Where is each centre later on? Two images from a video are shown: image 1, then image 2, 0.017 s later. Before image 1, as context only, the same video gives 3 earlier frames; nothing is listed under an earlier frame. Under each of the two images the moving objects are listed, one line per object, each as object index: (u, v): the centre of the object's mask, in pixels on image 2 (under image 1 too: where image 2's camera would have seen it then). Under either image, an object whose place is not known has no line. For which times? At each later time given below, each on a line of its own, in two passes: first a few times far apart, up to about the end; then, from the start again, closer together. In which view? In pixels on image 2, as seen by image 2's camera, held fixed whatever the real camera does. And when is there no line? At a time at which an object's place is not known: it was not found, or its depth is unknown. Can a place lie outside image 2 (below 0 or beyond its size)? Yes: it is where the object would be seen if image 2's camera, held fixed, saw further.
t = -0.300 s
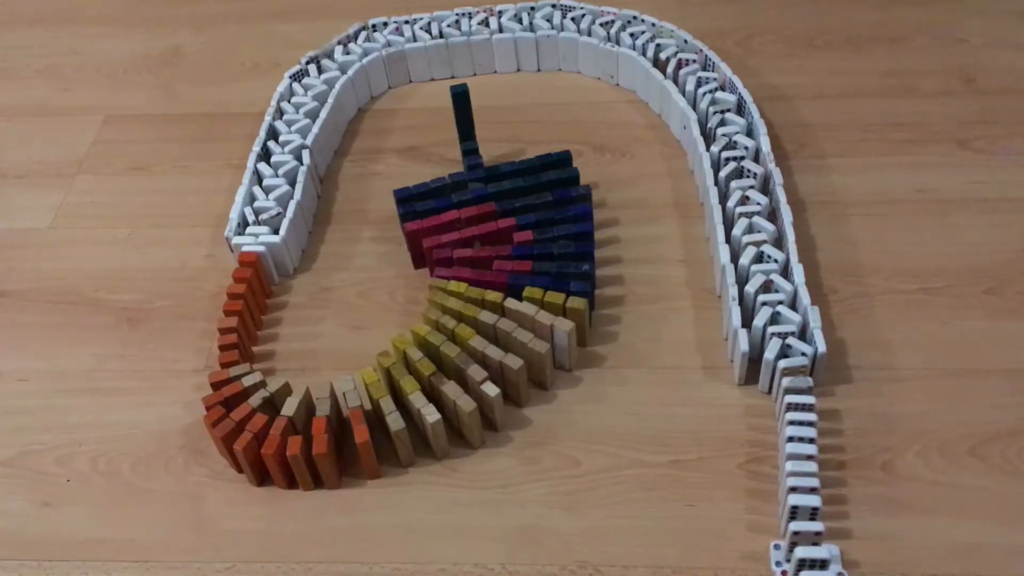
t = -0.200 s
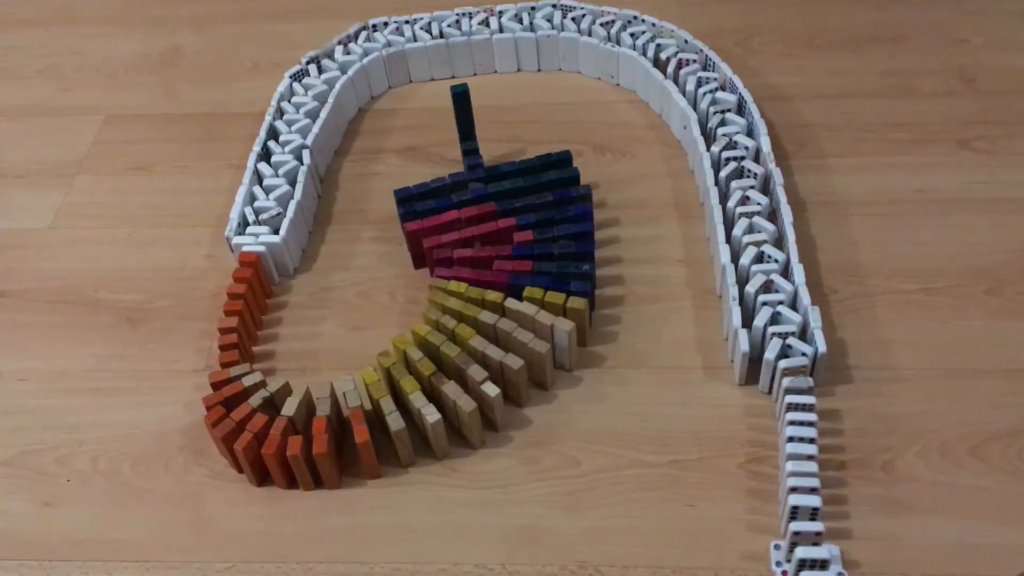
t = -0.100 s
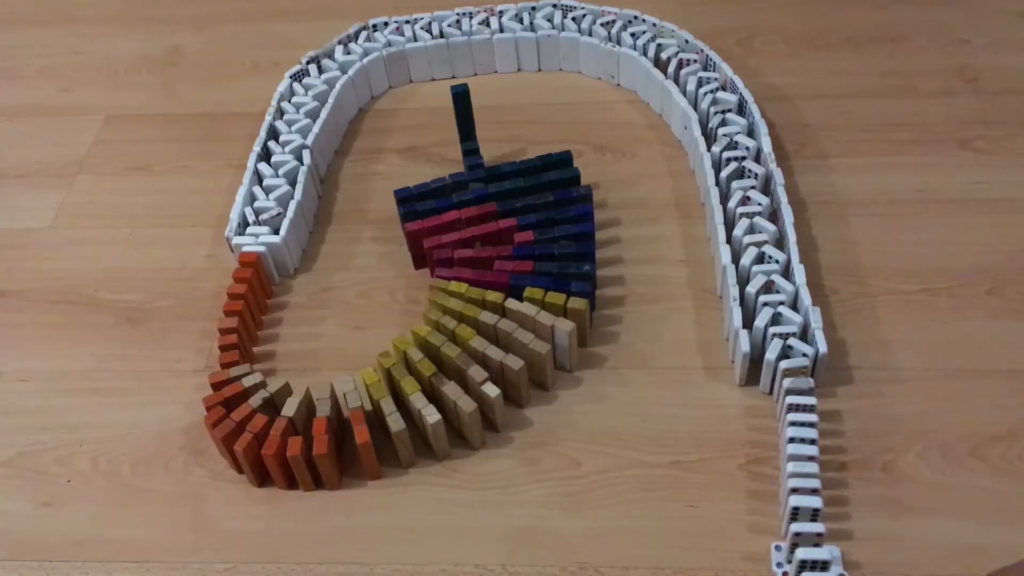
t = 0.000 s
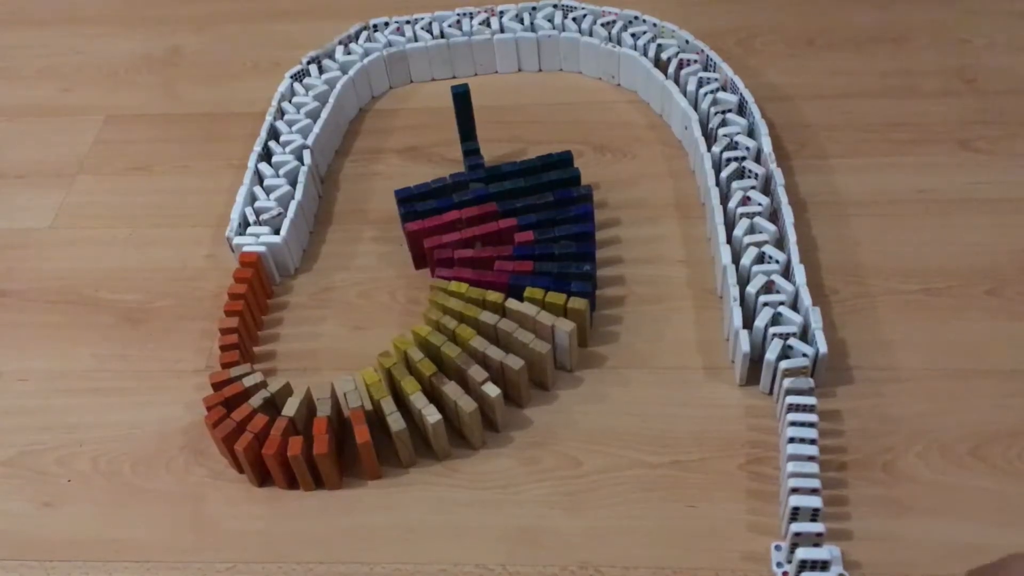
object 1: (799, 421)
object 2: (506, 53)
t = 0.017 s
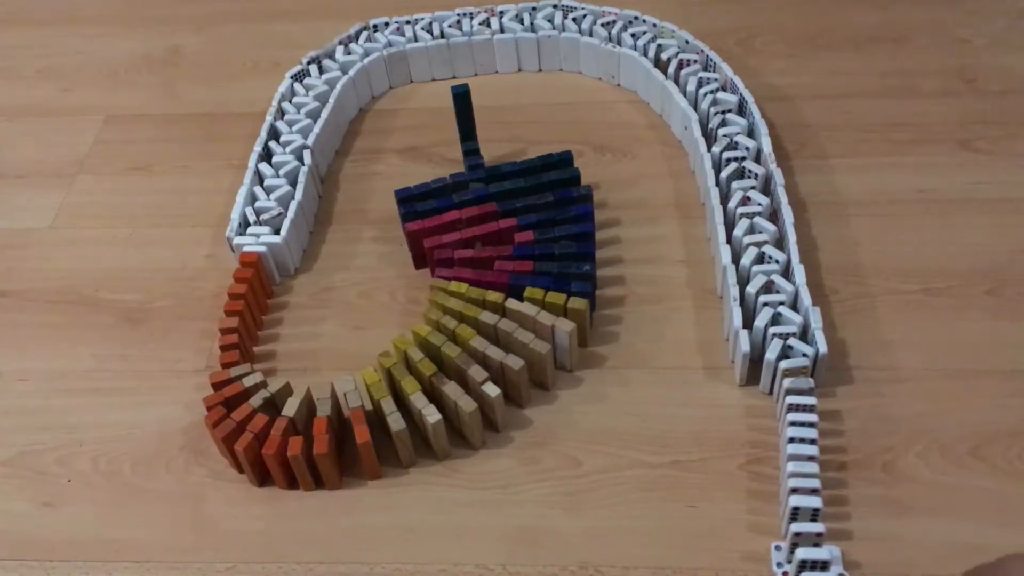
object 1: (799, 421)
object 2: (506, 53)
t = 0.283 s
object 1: (799, 420)
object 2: (506, 53)
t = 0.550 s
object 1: (798, 401)
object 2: (506, 53)
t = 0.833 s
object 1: (796, 383)
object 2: (506, 53)
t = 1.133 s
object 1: (796, 382)
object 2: (506, 54)
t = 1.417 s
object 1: (795, 385)
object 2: (506, 53)
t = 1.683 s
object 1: (795, 383)
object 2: (506, 53)
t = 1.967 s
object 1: (795, 383)
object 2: (506, 53)
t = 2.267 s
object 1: (796, 383)
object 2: (505, 53)
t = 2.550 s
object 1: (795, 385)
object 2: (505, 54)
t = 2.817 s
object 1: (795, 385)
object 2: (484, 80)
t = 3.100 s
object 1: (795, 385)
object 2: (489, 95)
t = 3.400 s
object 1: (795, 385)
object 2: (487, 94)
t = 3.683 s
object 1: (795, 385)
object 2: (482, 94)
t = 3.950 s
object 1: (794, 385)
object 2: (481, 94)
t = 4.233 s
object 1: (795, 385)
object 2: (480, 94)
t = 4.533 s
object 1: (795, 385)
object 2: (480, 93)
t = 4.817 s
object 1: (794, 385)
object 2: (480, 93)
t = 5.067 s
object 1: (795, 385)
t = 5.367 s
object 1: (794, 385)
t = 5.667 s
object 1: (795, 385)
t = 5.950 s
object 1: (795, 385)
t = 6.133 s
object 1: (795, 385)
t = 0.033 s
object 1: (799, 421)
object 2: (506, 53)
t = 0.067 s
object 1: (799, 420)
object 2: (506, 53)
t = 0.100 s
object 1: (799, 420)
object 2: (506, 53)
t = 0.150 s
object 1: (799, 420)
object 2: (506, 53)
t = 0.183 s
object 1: (799, 420)
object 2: (506, 53)
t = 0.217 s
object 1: (799, 420)
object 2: (506, 53)
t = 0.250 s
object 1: (799, 420)
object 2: (506, 53)
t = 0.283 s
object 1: (799, 420)
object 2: (506, 53)
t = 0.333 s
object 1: (799, 421)
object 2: (506, 53)
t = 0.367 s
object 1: (799, 421)
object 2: (506, 53)
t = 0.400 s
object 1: (799, 421)
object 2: (506, 53)
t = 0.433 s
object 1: (799, 421)
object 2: (506, 53)
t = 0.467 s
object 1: (799, 421)
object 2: (506, 53)
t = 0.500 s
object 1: (799, 413)
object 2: (506, 53)
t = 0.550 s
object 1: (798, 401)
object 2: (506, 53)
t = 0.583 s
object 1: (800, 389)
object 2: (506, 53)
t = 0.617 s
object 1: (799, 383)
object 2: (506, 53)
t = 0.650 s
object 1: (799, 381)
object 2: (506, 53)
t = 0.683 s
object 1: (799, 380)
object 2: (506, 53)
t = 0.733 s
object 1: (795, 383)
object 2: (506, 53)
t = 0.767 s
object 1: (795, 383)
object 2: (506, 53)
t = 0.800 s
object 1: (796, 383)
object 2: (506, 53)
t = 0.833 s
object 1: (796, 383)
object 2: (506, 53)
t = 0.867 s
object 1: (796, 383)
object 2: (506, 53)
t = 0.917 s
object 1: (797, 383)
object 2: (506, 53)
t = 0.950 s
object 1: (797, 383)
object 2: (506, 54)
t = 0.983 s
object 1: (797, 382)
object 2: (506, 54)
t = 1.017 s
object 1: (796, 383)
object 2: (506, 54)
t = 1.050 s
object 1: (796, 382)
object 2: (506, 54)
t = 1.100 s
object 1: (796, 382)
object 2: (506, 53)
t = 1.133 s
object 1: (796, 382)
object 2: (506, 54)
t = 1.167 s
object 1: (796, 382)
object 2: (506, 54)
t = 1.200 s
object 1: (796, 382)
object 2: (506, 54)
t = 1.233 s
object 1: (796, 382)
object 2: (506, 54)
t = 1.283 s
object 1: (796, 382)
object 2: (506, 53)
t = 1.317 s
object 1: (796, 382)
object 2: (506, 53)
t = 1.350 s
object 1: (796, 382)
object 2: (506, 53)
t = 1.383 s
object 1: (795, 385)
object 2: (506, 53)
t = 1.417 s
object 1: (795, 385)
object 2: (506, 53)
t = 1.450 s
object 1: (796, 383)
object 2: (506, 53)
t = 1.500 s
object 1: (796, 383)
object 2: (506, 53)
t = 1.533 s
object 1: (795, 383)
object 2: (506, 53)
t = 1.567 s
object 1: (795, 382)
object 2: (506, 53)
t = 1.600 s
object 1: (795, 383)
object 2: (506, 53)
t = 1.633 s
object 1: (795, 383)
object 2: (506, 53)
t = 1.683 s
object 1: (795, 383)
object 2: (506, 53)
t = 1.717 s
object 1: (795, 383)
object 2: (506, 53)
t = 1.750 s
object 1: (795, 382)
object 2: (506, 53)
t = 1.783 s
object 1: (795, 382)
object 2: (506, 53)
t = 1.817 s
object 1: (795, 383)
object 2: (506, 53)
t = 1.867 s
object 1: (795, 382)
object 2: (506, 53)
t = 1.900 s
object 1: (795, 382)
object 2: (506, 53)
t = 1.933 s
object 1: (795, 383)
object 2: (506, 53)
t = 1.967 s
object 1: (795, 383)
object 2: (506, 53)
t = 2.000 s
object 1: (795, 383)
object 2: (506, 53)
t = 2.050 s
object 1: (795, 383)
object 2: (506, 53)
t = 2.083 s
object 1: (795, 383)
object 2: (506, 53)
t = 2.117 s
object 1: (795, 384)
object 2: (506, 53)
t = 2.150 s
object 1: (796, 383)
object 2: (506, 53)
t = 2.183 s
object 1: (796, 383)
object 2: (506, 53)
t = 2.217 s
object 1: (796, 383)
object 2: (506, 53)
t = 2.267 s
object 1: (796, 383)
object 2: (505, 53)
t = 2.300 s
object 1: (795, 384)
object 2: (505, 53)
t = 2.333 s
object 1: (795, 385)
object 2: (505, 53)
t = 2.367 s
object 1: (795, 385)
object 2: (505, 53)
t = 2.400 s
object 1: (795, 385)
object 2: (505, 53)
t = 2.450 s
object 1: (795, 385)
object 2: (506, 53)
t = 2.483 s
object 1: (795, 385)
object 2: (505, 53)
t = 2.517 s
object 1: (795, 385)
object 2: (505, 54)
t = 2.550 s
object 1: (795, 385)
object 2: (505, 54)
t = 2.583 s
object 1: (795, 385)
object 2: (504, 56)
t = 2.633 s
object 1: (795, 385)
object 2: (502, 55)
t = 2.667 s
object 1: (795, 385)
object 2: (497, 68)
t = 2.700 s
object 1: (795, 385)
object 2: (489, 82)
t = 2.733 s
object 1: (795, 385)
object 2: (489, 77)
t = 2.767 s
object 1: (795, 385)
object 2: (487, 75)
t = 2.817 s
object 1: (795, 385)
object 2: (484, 80)
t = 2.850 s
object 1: (795, 385)
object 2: (483, 80)
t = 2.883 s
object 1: (795, 385)
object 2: (490, 86)
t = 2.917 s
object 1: (795, 385)
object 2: (489, 90)
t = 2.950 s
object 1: (795, 385)
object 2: (492, 94)
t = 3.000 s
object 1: (795, 385)
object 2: (491, 96)
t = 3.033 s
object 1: (795, 385)
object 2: (492, 96)
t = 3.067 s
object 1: (795, 385)
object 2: (492, 95)
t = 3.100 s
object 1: (795, 385)
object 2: (489, 95)
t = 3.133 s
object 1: (795, 385)
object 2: (489, 94)
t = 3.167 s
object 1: (795, 385)
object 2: (489, 94)
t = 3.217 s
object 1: (795, 385)
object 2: (487, 94)
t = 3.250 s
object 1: (795, 385)
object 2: (488, 94)
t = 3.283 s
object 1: (795, 385)
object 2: (489, 94)
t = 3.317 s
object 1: (794, 385)
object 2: (487, 94)
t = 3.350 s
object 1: (794, 385)
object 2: (488, 94)
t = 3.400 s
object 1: (795, 385)
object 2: (487, 94)
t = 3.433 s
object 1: (795, 385)
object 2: (481, 96)
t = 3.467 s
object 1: (795, 385)
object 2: (484, 95)
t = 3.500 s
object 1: (794, 385)
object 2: (491, 93)
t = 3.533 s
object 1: (795, 385)
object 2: (483, 95)
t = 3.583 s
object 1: (795, 385)
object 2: (483, 94)
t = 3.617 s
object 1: (794, 385)
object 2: (482, 94)
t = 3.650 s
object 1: (795, 385)
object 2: (482, 94)
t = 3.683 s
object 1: (795, 385)
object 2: (482, 94)
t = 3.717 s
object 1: (795, 385)
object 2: (482, 95)
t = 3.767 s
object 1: (794, 385)
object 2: (481, 95)
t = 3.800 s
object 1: (795, 385)
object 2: (481, 95)
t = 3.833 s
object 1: (794, 385)
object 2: (481, 95)
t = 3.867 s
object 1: (794, 385)
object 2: (481, 95)
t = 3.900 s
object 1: (795, 385)
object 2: (481, 94)
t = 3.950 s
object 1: (794, 385)
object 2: (481, 94)
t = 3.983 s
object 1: (795, 385)
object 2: (481, 94)
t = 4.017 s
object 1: (795, 385)
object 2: (481, 94)
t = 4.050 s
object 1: (795, 385)
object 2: (481, 94)
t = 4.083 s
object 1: (795, 385)
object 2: (481, 94)
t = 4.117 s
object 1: (795, 385)
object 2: (481, 94)
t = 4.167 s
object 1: (795, 385)
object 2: (481, 94)
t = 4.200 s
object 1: (795, 385)
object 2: (480, 94)
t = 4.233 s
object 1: (795, 385)
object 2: (480, 94)
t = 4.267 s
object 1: (795, 385)
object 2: (480, 94)
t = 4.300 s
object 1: (795, 385)
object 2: (480, 94)
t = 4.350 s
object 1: (795, 385)
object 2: (480, 94)
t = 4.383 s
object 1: (795, 385)
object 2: (480, 94)
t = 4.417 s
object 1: (795, 385)
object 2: (480, 94)
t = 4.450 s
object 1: (795, 385)
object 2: (480, 94)
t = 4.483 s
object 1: (795, 385)
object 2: (480, 93)
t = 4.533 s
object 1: (795, 385)
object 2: (480, 93)
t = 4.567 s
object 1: (795, 385)
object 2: (480, 93)
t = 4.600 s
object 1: (795, 385)
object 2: (480, 93)
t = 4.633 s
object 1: (795, 385)
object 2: (480, 93)
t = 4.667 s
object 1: (795, 385)
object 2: (480, 93)
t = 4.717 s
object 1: (795, 385)
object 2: (480, 93)
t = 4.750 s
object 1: (795, 385)
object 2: (480, 93)
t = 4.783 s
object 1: (795, 385)
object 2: (480, 93)
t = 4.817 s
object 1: (794, 385)
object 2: (480, 93)
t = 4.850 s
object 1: (795, 385)
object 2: (480, 93)
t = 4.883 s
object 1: (795, 385)
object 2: (480, 92)
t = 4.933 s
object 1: (795, 385)
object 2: (480, 92)
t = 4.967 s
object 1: (795, 385)
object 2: (480, 92)
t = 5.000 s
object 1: (795, 385)
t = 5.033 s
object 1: (794, 385)
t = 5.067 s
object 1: (795, 385)
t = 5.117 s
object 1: (794, 385)
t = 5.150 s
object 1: (795, 385)
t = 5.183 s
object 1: (795, 385)
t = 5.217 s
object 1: (795, 385)
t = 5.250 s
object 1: (794, 385)
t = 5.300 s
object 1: (795, 385)
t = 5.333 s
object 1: (795, 385)
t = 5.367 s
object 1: (794, 385)
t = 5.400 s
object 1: (795, 385)
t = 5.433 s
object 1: (795, 385)
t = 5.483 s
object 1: (795, 385)
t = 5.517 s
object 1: (795, 385)
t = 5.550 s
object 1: (795, 385)
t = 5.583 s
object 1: (795, 385)
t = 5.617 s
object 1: (795, 385)
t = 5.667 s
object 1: (795, 385)
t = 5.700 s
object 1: (795, 385)
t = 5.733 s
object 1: (795, 385)
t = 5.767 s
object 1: (795, 385)
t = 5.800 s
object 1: (795, 385)
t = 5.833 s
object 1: (795, 385)
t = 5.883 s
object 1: (795, 385)
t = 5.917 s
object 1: (795, 385)
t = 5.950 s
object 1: (795, 385)
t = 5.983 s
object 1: (795, 385)
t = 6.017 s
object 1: (795, 385)
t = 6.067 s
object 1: (795, 385)
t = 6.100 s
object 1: (795, 385)
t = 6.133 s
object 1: (795, 385)
